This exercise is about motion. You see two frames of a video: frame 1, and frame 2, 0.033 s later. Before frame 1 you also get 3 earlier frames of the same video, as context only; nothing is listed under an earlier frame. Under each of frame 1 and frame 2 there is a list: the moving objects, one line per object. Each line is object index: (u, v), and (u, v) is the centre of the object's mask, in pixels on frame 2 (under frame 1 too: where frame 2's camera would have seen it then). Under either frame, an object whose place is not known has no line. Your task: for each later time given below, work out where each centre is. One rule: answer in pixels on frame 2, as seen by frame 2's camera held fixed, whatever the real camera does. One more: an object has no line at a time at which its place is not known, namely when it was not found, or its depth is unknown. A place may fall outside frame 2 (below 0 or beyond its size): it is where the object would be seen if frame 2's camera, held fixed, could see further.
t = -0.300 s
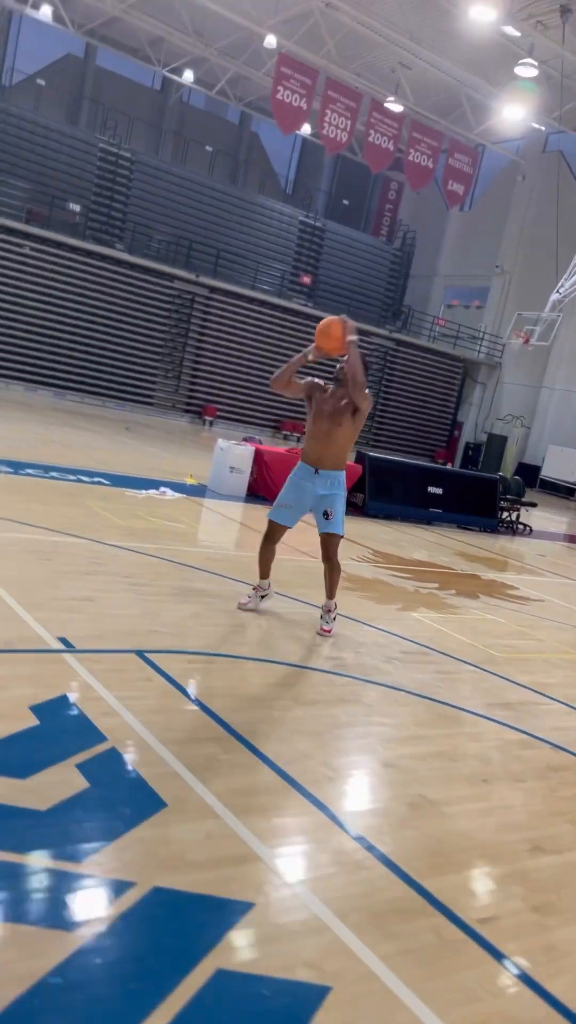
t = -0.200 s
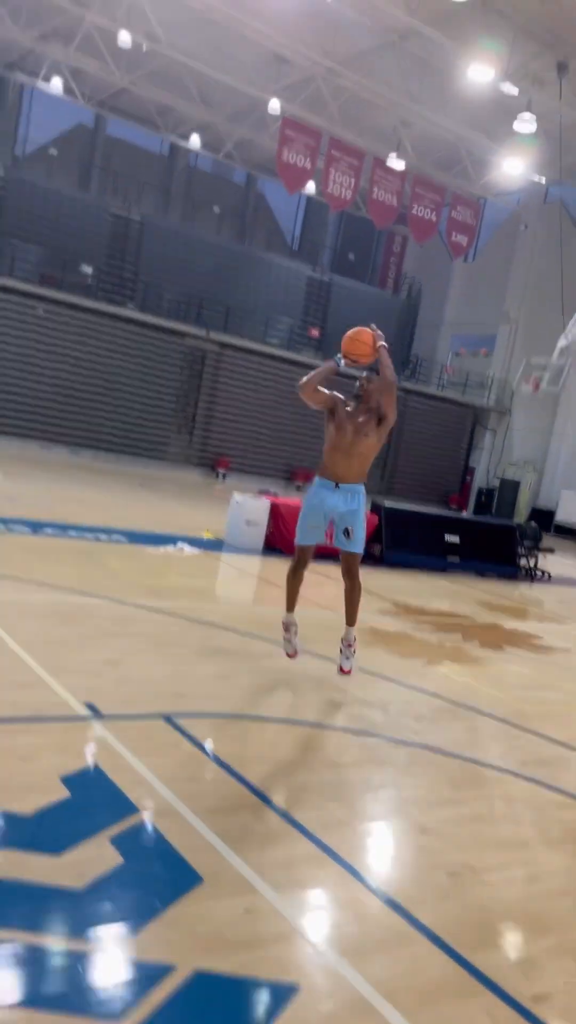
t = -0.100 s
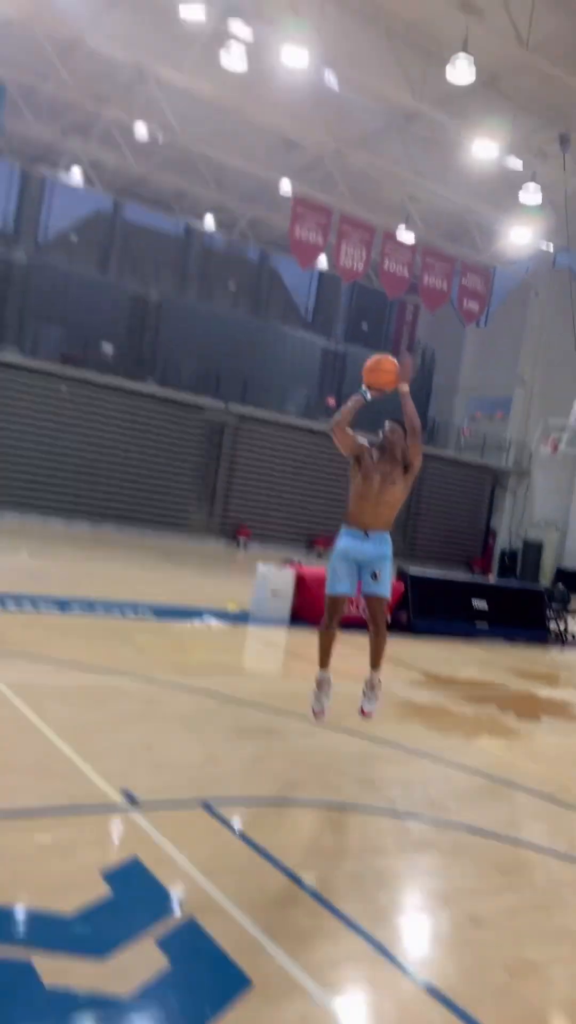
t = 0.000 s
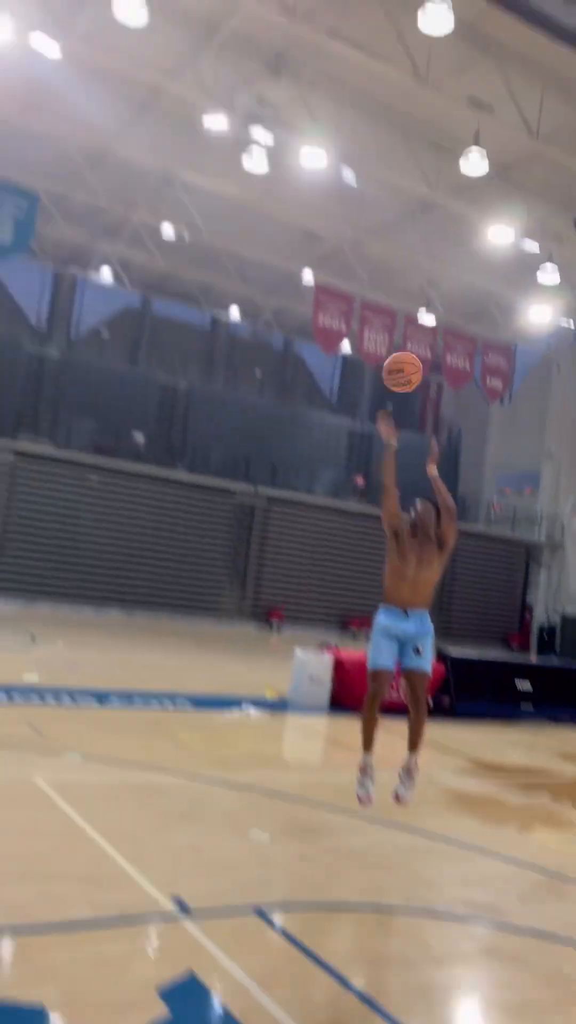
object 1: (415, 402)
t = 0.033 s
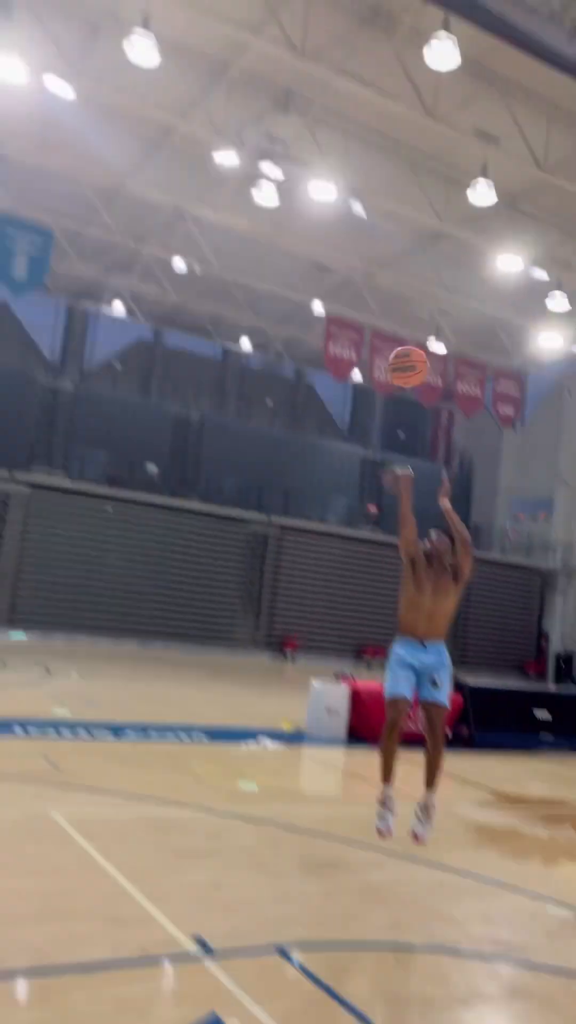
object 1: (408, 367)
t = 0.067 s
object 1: (401, 332)
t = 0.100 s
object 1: (395, 299)
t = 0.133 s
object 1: (386, 265)
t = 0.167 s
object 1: (384, 235)
